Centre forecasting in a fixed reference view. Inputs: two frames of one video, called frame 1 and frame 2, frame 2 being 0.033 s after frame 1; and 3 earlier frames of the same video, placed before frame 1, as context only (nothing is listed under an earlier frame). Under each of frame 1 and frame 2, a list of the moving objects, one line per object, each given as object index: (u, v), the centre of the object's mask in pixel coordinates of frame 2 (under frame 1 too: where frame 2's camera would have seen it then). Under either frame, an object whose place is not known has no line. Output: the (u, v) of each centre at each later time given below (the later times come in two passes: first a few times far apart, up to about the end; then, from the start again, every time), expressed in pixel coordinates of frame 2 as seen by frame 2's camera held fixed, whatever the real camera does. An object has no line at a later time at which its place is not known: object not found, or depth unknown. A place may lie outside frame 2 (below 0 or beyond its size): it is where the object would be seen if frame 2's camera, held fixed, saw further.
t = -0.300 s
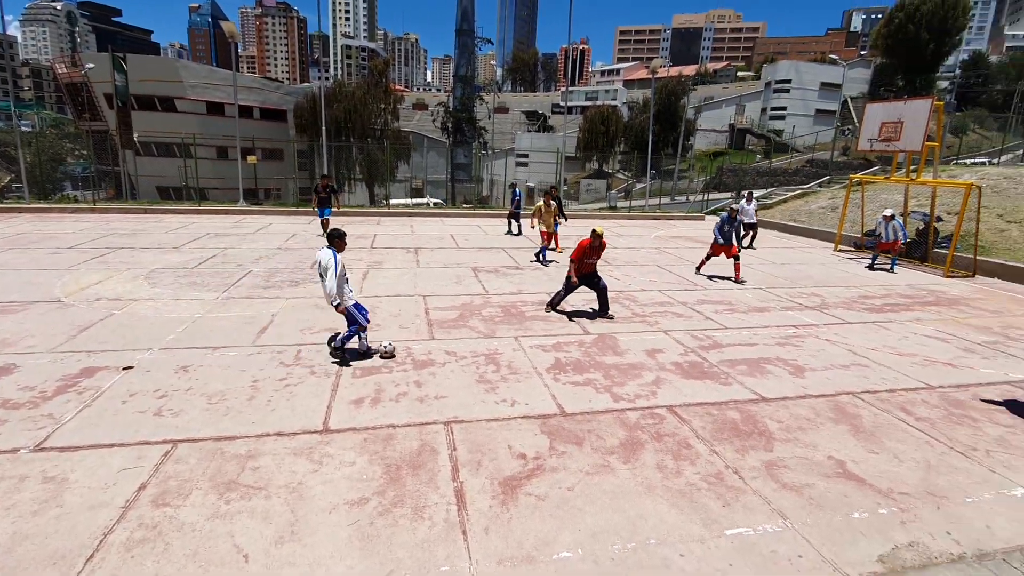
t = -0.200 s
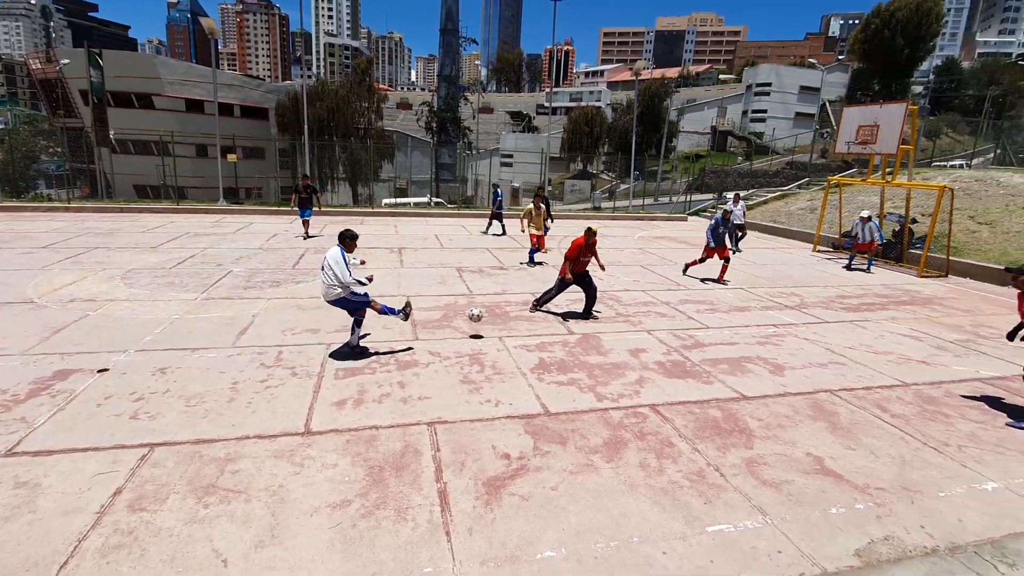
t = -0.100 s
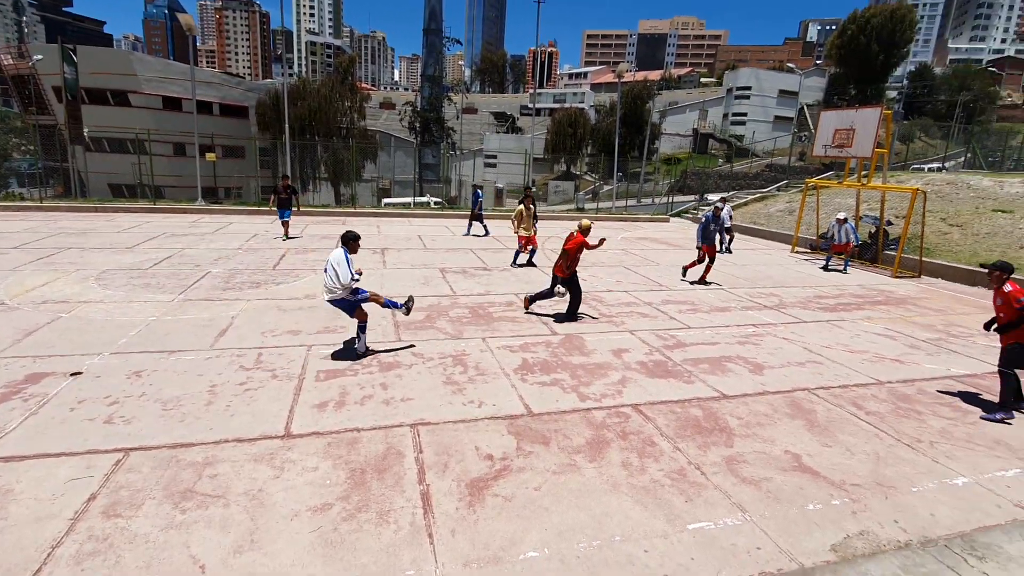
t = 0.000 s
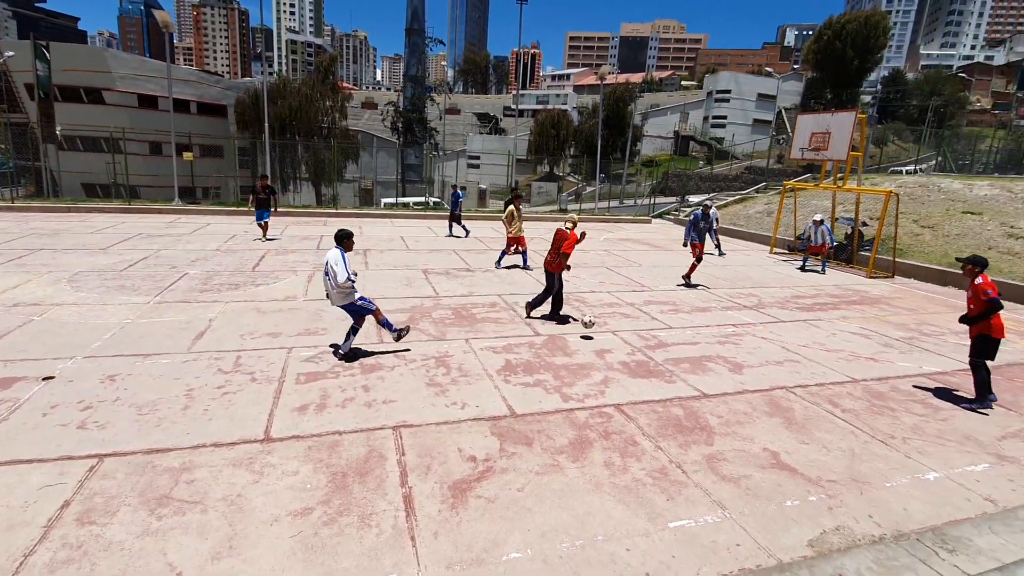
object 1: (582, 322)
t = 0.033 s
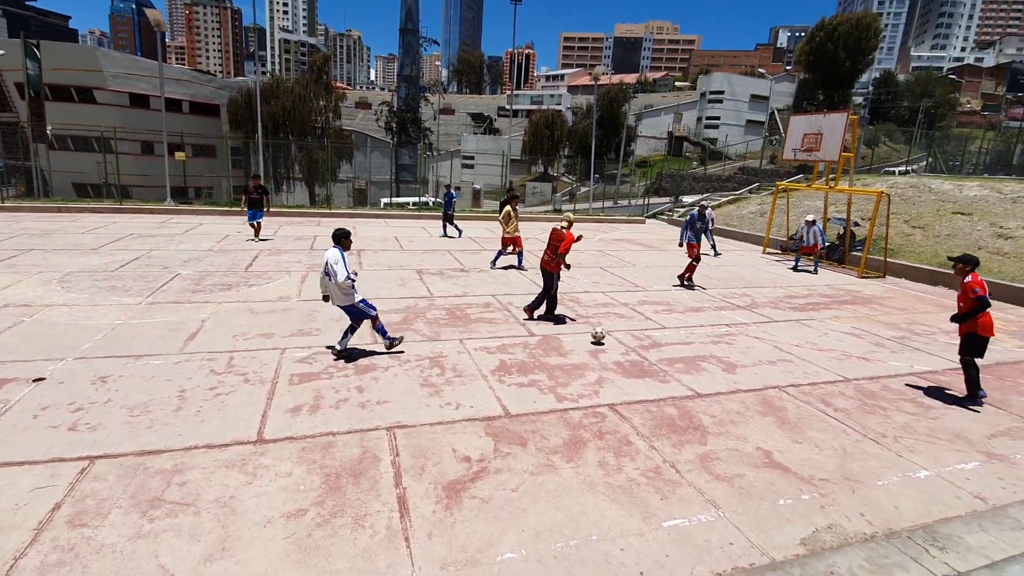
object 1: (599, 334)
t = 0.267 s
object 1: (681, 349)
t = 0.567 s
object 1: (819, 413)
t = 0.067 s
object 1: (611, 341)
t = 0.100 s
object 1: (622, 339)
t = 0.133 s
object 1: (633, 340)
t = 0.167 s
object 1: (645, 340)
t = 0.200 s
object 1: (657, 342)
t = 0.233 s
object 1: (669, 345)
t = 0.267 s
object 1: (681, 349)
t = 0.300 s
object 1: (694, 354)
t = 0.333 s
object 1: (707, 360)
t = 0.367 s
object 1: (722, 368)
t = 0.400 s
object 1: (736, 376)
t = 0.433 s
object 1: (750, 387)
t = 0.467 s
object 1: (766, 397)
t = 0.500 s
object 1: (782, 407)
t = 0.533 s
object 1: (800, 409)
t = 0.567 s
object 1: (819, 413)
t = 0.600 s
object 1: (838, 419)
